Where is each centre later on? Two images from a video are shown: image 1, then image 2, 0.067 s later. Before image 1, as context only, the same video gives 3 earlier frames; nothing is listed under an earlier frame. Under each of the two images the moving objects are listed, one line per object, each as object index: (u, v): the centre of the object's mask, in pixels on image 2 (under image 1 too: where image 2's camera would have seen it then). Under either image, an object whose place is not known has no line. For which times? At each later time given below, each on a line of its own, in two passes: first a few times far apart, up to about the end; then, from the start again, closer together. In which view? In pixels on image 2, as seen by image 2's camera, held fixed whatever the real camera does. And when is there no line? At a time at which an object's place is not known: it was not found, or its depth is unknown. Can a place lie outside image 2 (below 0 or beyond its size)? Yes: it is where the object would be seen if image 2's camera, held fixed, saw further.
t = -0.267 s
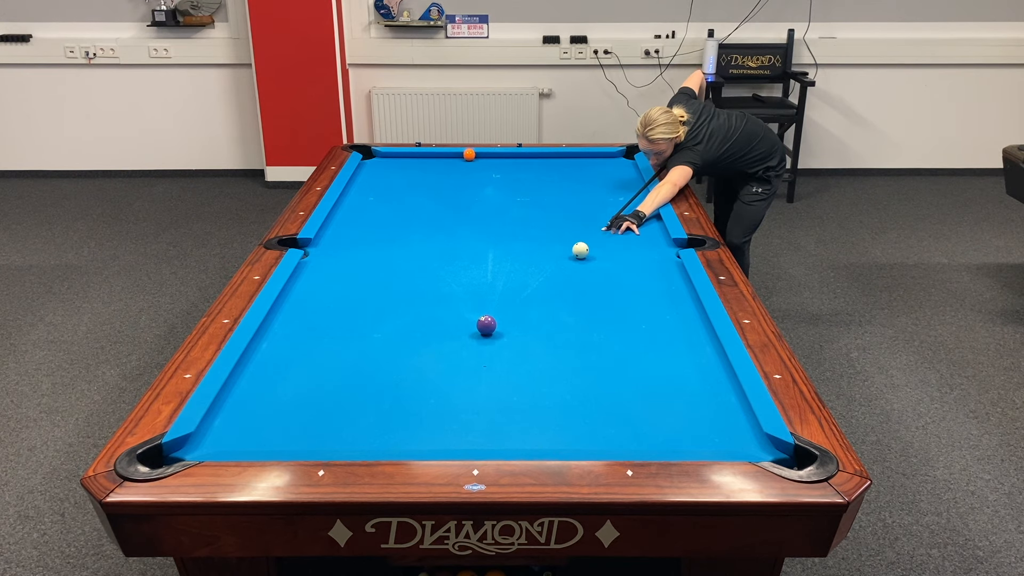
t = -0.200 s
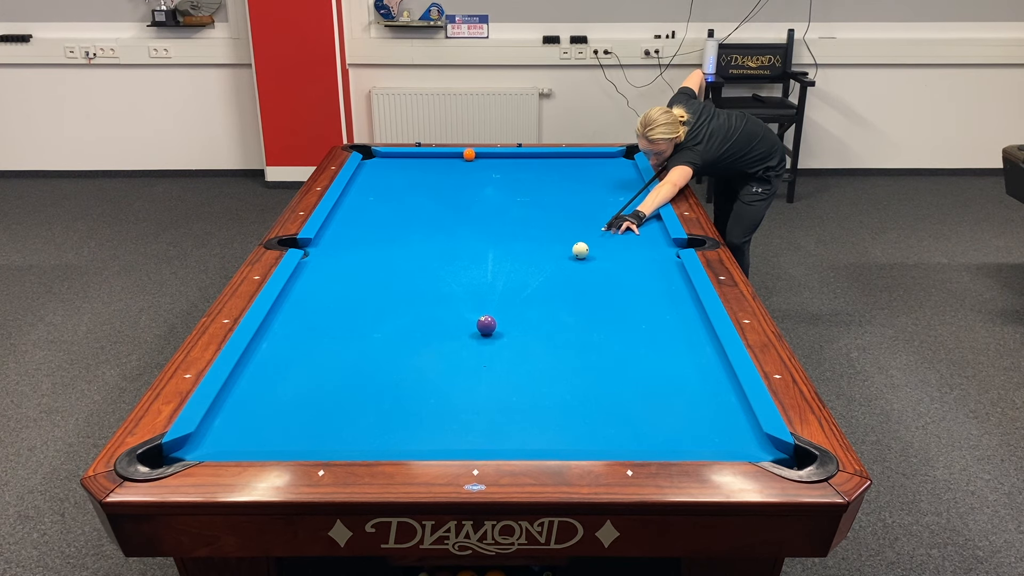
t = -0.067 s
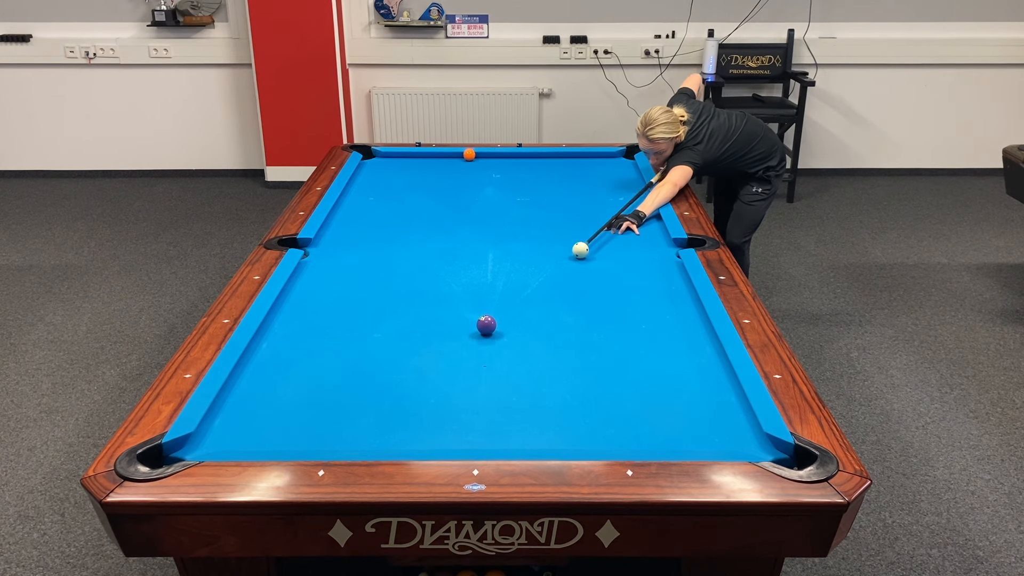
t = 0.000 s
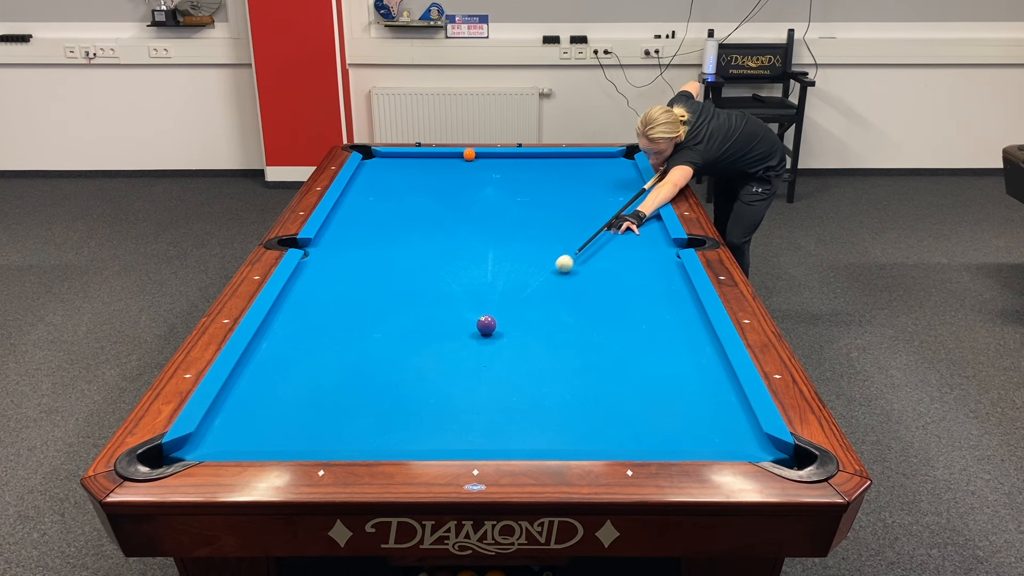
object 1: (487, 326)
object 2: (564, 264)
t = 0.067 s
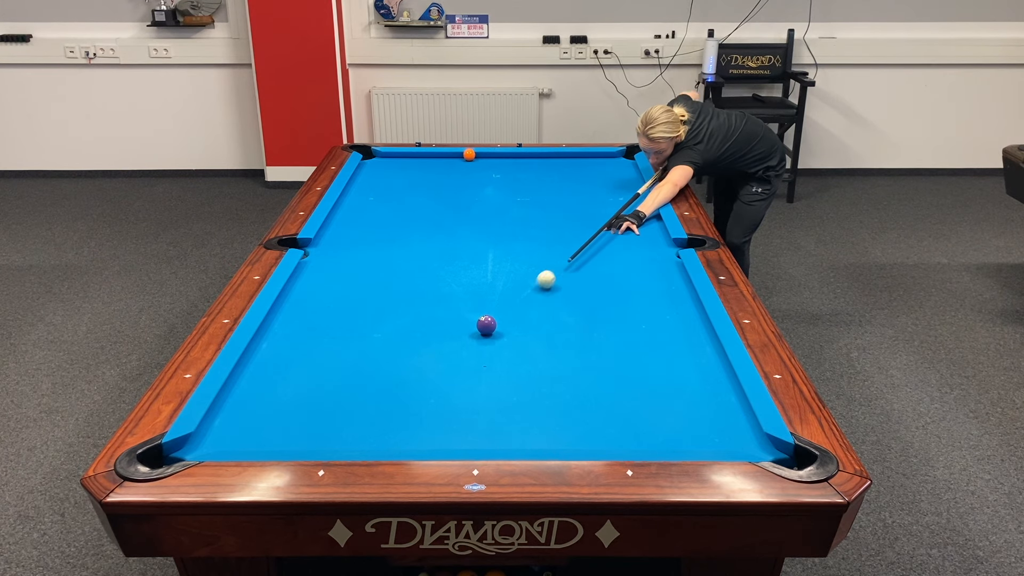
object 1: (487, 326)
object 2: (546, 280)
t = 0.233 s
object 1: (480, 328)
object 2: (503, 320)
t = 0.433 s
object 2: (522, 341)
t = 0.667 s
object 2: (533, 376)
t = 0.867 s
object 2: (544, 408)
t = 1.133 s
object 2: (560, 437)
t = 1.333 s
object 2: (569, 417)
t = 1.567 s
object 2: (578, 395)
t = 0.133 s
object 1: (487, 326)
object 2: (527, 296)
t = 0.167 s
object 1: (486, 326)
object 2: (518, 304)
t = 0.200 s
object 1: (486, 325)
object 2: (507, 313)
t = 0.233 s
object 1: (480, 328)
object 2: (503, 320)
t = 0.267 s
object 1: (465, 334)
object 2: (508, 323)
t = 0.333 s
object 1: (434, 348)
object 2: (515, 329)
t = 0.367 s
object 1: (419, 355)
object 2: (518, 333)
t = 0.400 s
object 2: (520, 337)
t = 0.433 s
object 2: (522, 341)
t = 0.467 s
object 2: (524, 346)
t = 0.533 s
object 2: (527, 356)
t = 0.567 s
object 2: (528, 360)
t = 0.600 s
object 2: (530, 365)
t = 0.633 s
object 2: (532, 370)
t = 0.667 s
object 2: (533, 376)
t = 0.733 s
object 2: (537, 386)
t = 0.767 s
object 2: (538, 391)
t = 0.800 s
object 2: (540, 397)
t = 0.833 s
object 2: (542, 402)
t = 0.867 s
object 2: (544, 408)
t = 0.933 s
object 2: (548, 420)
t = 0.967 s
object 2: (550, 426)
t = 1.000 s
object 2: (552, 433)
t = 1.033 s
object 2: (554, 437)
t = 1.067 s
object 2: (556, 441)
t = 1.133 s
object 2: (560, 437)
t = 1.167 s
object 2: (561, 435)
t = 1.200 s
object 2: (563, 431)
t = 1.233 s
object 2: (564, 427)
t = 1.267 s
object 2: (566, 424)
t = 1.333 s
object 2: (569, 417)
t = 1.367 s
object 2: (570, 414)
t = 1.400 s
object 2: (572, 410)
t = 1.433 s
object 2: (573, 408)
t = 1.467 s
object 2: (574, 404)
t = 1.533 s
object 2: (577, 398)
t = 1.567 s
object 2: (578, 395)
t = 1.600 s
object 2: (579, 392)
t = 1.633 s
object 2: (580, 390)
